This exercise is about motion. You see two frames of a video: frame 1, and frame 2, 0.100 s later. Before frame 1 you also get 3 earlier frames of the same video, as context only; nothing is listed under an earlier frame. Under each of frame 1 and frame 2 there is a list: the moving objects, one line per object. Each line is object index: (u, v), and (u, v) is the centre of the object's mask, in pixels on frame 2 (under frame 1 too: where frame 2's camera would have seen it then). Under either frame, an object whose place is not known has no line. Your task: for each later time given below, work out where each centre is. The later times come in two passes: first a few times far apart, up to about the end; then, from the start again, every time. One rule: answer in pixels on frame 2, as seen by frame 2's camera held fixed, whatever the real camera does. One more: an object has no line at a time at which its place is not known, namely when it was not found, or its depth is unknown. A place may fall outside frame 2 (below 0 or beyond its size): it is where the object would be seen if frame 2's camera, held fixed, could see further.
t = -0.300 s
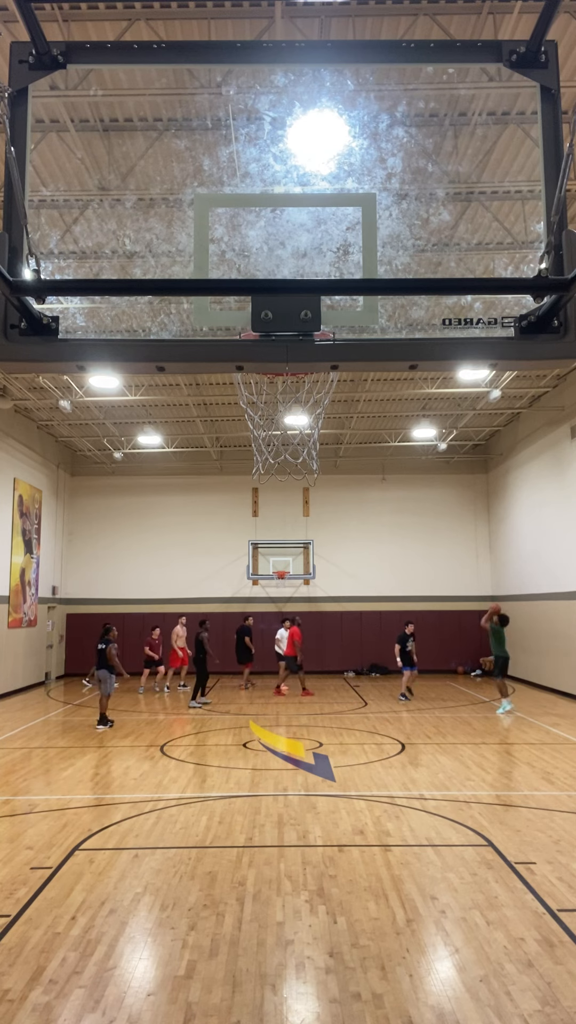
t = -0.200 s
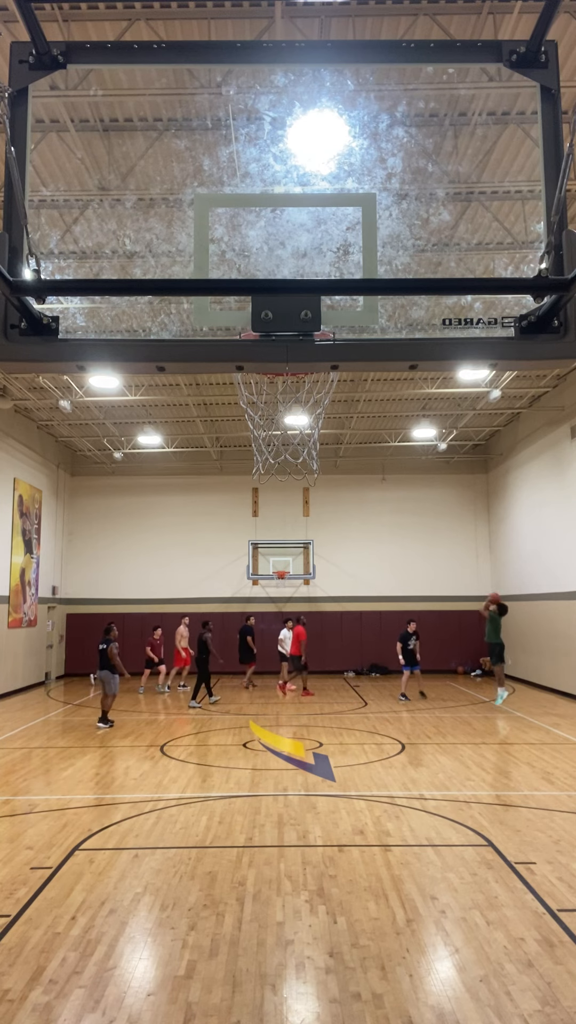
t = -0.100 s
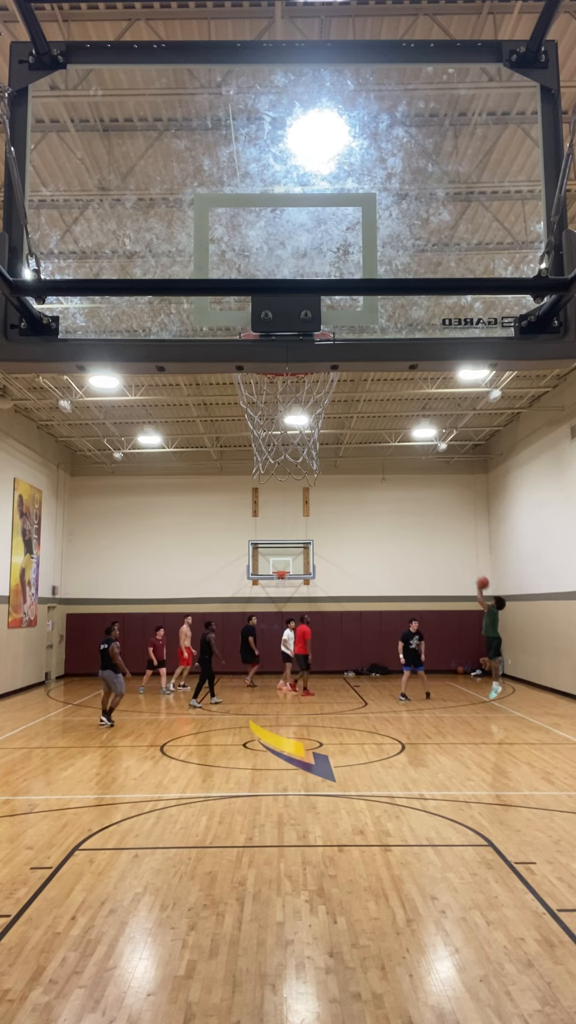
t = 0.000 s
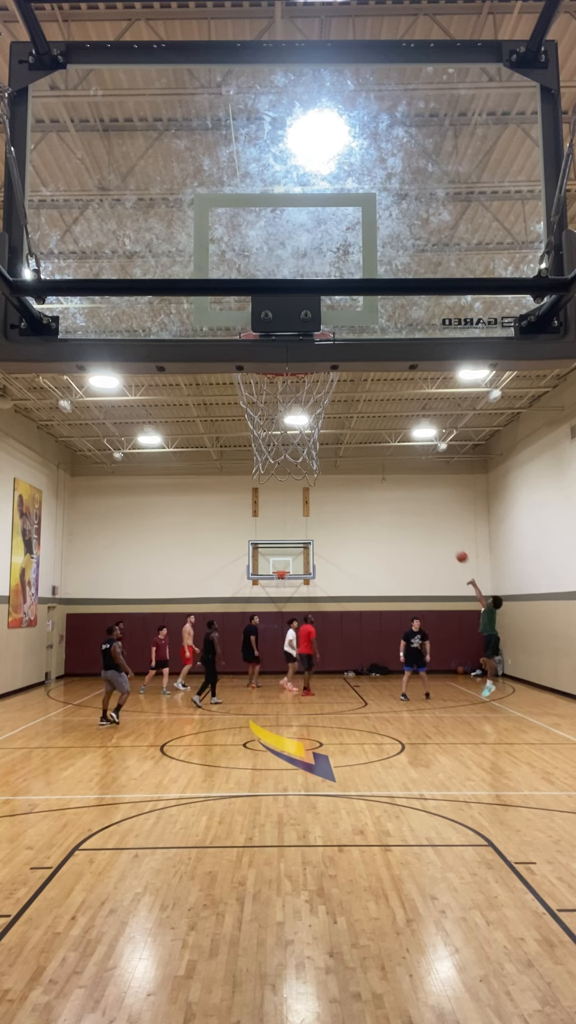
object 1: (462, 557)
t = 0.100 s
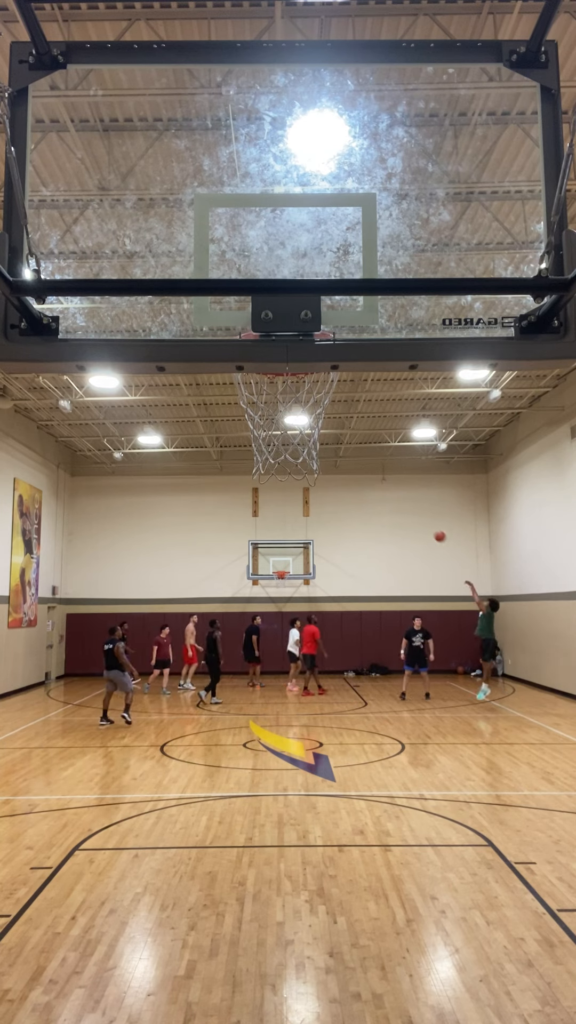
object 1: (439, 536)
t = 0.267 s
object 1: (406, 514)
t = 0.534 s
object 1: (361, 505)
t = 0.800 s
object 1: (322, 523)
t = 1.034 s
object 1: (292, 556)
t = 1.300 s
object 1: (272, 587)
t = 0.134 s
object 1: (433, 531)
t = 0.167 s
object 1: (426, 526)
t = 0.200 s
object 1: (419, 521)
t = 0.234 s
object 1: (413, 517)
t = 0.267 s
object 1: (406, 514)
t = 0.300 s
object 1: (400, 511)
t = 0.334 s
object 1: (394, 509)
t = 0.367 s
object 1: (388, 507)
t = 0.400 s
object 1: (382, 506)
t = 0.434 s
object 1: (377, 505)
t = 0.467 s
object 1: (371, 505)
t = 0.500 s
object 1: (366, 505)
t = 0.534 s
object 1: (361, 505)
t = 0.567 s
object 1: (356, 506)
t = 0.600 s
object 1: (350, 507)
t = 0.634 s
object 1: (345, 509)
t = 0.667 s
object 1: (340, 511)
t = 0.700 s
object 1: (336, 513)
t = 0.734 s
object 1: (331, 516)
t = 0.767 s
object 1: (326, 519)
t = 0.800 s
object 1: (322, 523)
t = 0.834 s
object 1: (317, 526)
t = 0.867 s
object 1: (313, 531)
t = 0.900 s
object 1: (309, 535)
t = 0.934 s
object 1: (304, 540)
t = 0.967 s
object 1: (300, 545)
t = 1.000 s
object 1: (296, 551)
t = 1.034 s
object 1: (292, 556)
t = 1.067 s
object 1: (288, 562)
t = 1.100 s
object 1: (284, 568)
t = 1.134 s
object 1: (281, 575)
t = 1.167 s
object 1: (277, 580)
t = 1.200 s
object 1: (276, 582)
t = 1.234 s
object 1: (275, 583)
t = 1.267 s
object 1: (273, 585)
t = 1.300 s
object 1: (272, 587)
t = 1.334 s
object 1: (271, 590)
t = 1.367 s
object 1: (270, 593)
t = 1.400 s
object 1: (268, 597)
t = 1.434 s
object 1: (267, 601)
